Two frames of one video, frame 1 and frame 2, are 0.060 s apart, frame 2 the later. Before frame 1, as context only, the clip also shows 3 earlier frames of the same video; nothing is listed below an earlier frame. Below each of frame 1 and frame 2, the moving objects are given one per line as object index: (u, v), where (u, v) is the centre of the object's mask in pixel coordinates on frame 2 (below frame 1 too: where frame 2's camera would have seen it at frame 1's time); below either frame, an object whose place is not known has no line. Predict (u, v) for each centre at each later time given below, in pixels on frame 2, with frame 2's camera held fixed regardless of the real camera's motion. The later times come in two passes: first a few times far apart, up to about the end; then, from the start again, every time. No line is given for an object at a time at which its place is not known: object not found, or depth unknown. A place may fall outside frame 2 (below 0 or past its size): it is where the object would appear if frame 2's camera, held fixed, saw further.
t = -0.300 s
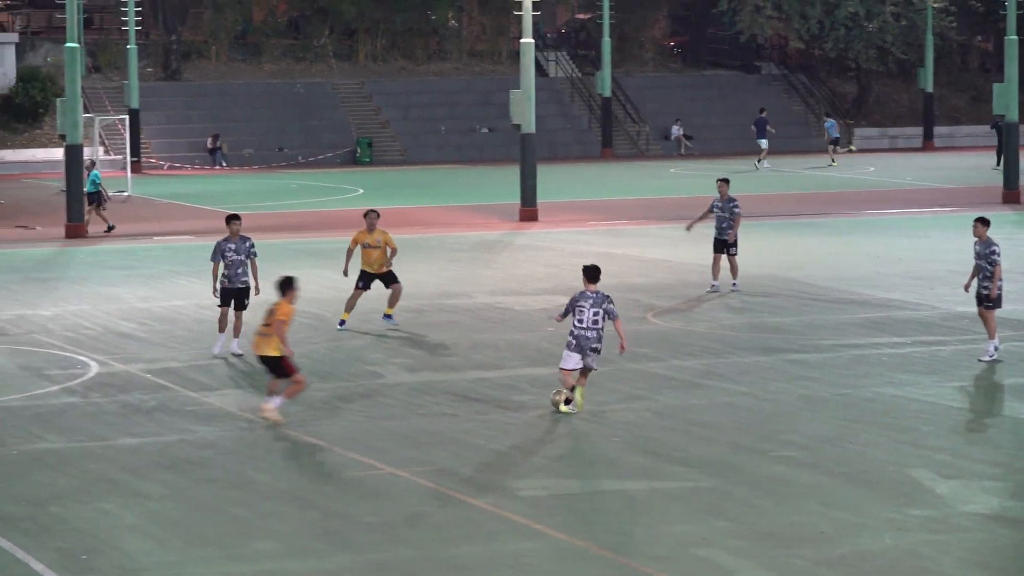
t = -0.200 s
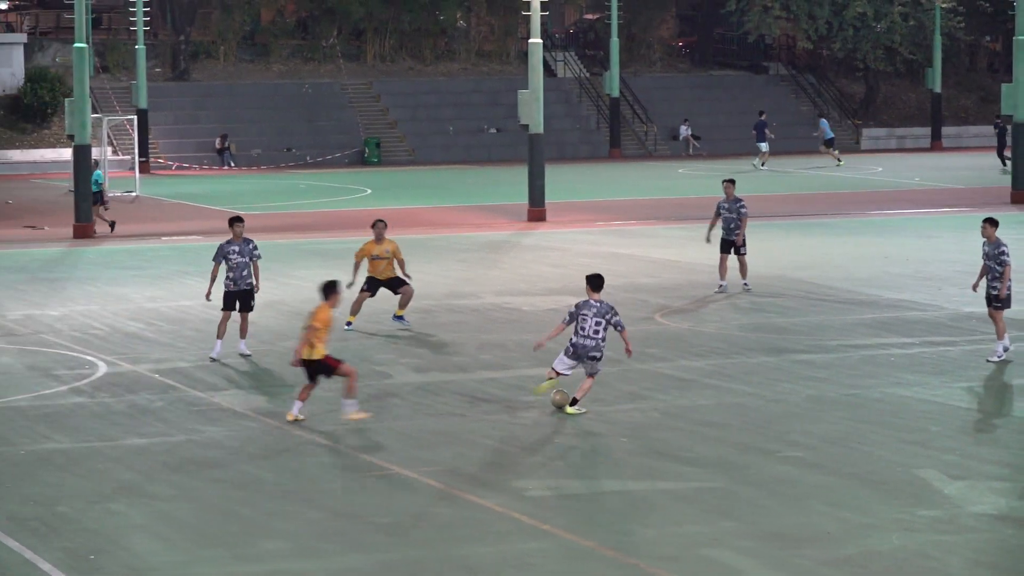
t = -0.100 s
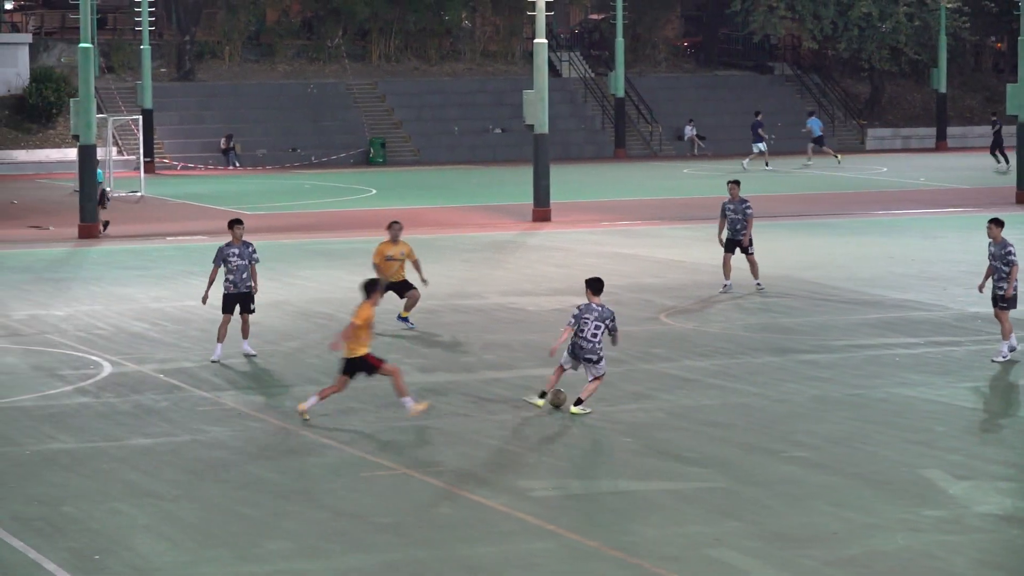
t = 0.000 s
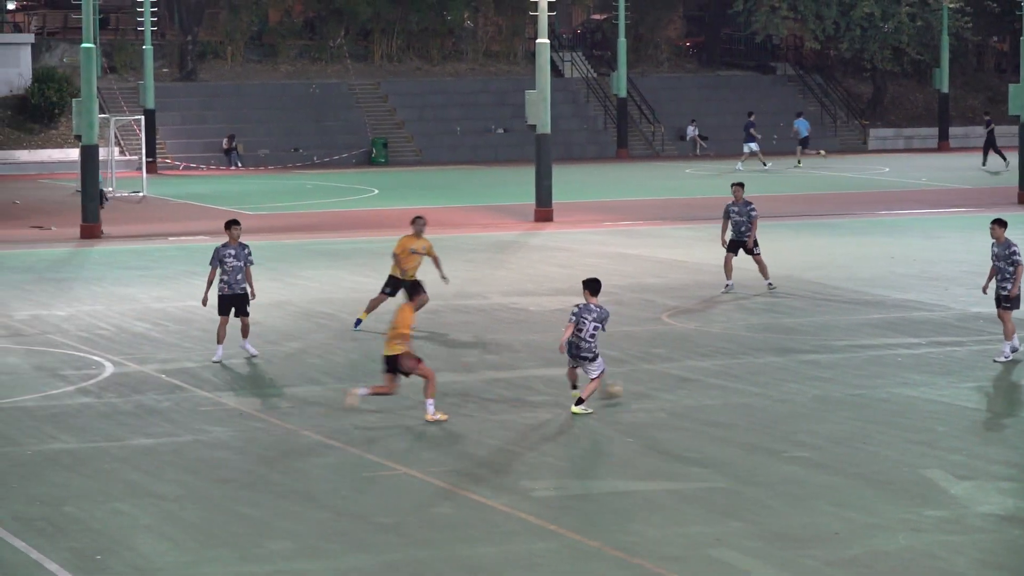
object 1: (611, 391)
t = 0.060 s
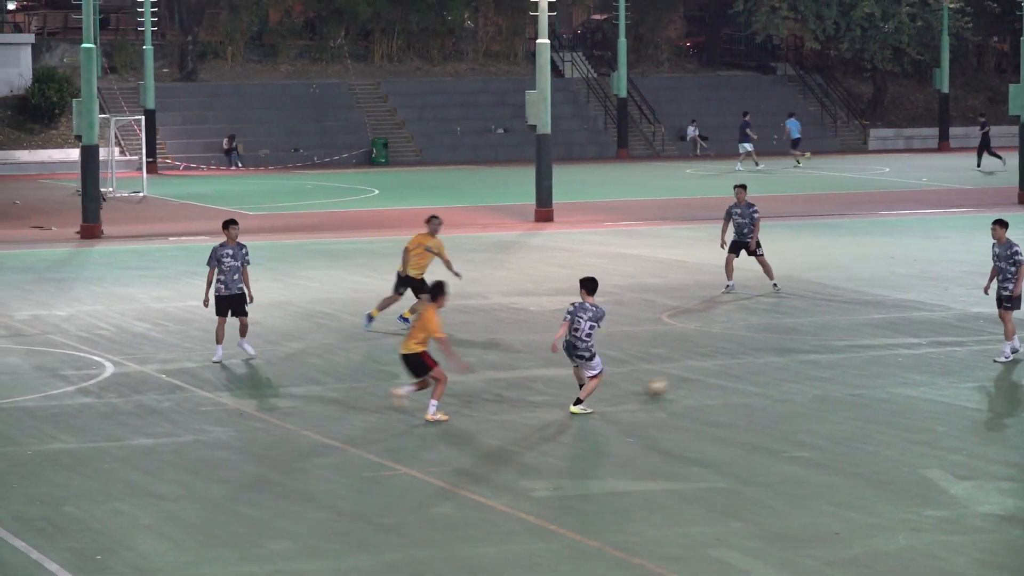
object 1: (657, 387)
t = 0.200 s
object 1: (747, 378)
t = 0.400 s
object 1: (848, 366)
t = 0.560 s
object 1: (916, 360)
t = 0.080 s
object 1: (670, 385)
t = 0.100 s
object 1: (684, 384)
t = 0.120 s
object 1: (696, 383)
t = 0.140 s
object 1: (710, 379)
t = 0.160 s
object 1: (723, 379)
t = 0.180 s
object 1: (735, 378)
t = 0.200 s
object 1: (747, 378)
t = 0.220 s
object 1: (758, 376)
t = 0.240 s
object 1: (769, 374)
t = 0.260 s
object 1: (779, 373)
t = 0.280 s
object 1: (790, 372)
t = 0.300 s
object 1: (801, 371)
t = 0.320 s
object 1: (812, 371)
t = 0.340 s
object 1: (821, 370)
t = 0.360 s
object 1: (830, 368)
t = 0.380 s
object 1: (839, 367)
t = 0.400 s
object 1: (848, 366)
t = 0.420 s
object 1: (856, 365)
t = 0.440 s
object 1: (865, 365)
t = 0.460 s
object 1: (875, 365)
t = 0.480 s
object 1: (883, 363)
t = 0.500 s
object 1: (891, 362)
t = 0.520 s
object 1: (899, 361)
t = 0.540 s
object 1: (908, 360)
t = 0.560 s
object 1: (916, 360)
